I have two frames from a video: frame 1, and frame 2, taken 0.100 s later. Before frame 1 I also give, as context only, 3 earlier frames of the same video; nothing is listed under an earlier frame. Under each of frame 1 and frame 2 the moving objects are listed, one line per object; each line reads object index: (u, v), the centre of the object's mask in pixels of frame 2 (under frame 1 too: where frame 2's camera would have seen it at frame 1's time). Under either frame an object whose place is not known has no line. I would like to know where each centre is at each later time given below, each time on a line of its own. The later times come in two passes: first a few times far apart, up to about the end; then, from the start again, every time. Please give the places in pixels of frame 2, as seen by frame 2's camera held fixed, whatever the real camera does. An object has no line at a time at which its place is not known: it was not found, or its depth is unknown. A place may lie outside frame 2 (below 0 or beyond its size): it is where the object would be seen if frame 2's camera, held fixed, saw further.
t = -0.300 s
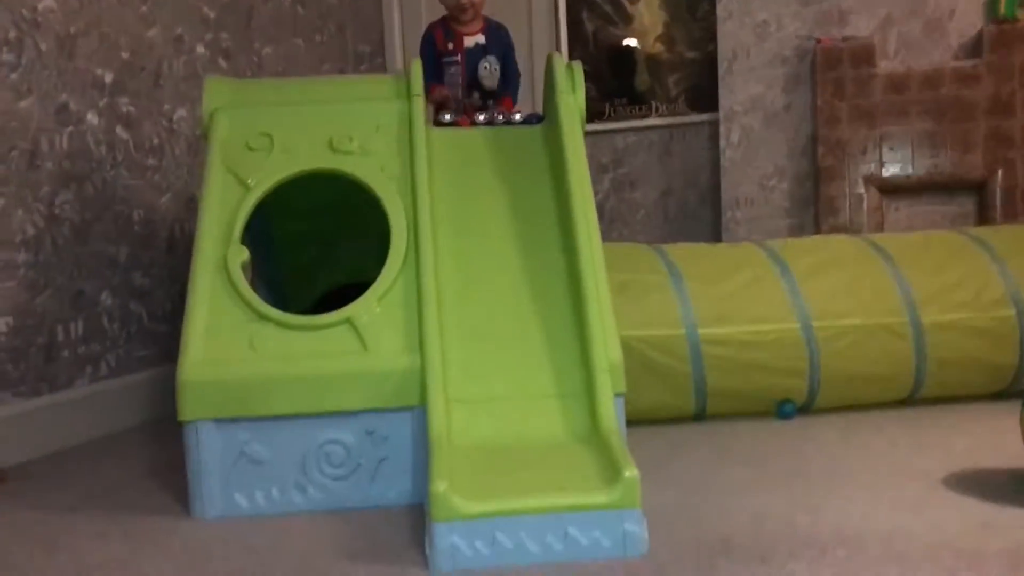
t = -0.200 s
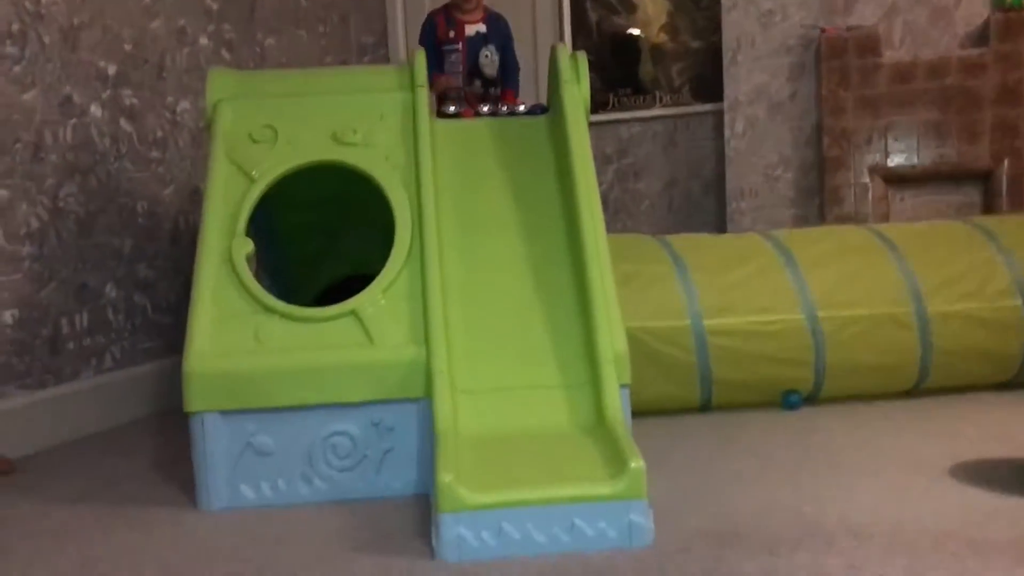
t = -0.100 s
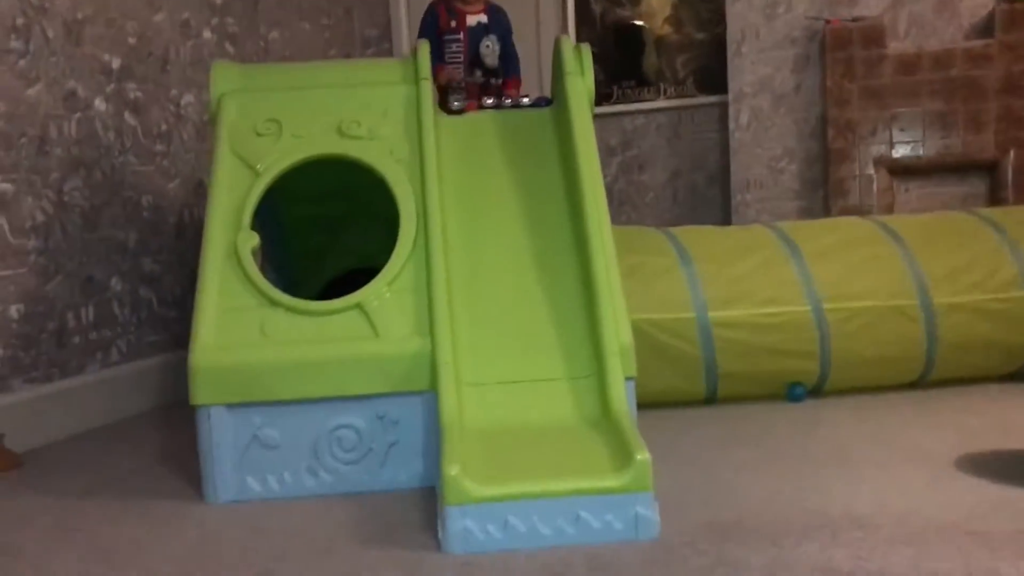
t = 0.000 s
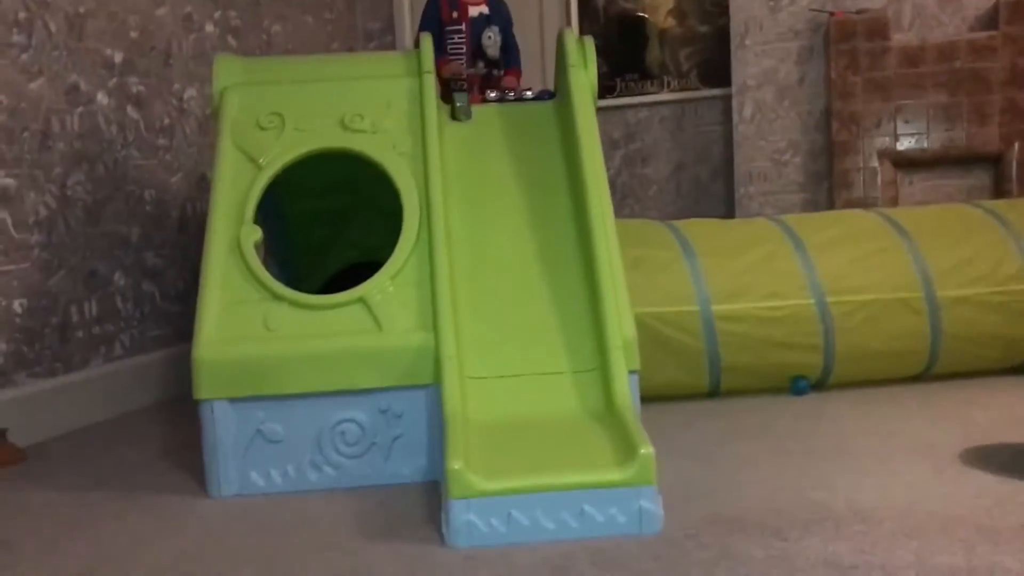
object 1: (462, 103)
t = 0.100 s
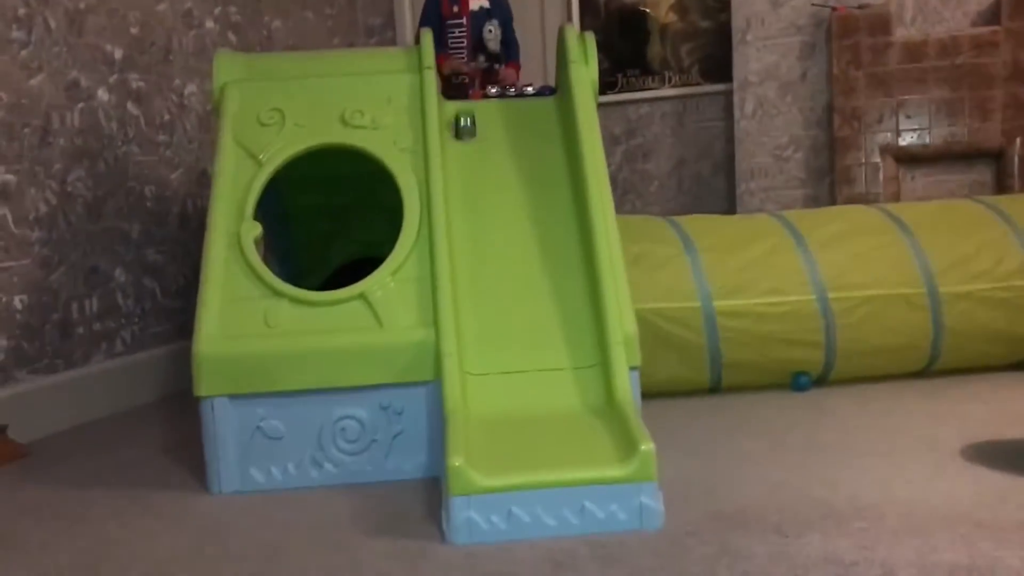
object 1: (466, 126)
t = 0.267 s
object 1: (475, 202)
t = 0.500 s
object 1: (499, 422)
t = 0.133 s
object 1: (468, 137)
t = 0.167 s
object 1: (469, 150)
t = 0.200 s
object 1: (471, 164)
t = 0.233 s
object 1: (474, 182)
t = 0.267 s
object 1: (475, 202)
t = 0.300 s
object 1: (477, 225)
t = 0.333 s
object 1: (479, 252)
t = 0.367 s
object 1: (482, 280)
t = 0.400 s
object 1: (484, 313)
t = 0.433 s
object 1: (488, 353)
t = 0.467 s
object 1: (492, 391)
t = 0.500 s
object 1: (499, 422)
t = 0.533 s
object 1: (509, 442)
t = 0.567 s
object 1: (519, 467)
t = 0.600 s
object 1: (533, 501)
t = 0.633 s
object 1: (548, 551)
